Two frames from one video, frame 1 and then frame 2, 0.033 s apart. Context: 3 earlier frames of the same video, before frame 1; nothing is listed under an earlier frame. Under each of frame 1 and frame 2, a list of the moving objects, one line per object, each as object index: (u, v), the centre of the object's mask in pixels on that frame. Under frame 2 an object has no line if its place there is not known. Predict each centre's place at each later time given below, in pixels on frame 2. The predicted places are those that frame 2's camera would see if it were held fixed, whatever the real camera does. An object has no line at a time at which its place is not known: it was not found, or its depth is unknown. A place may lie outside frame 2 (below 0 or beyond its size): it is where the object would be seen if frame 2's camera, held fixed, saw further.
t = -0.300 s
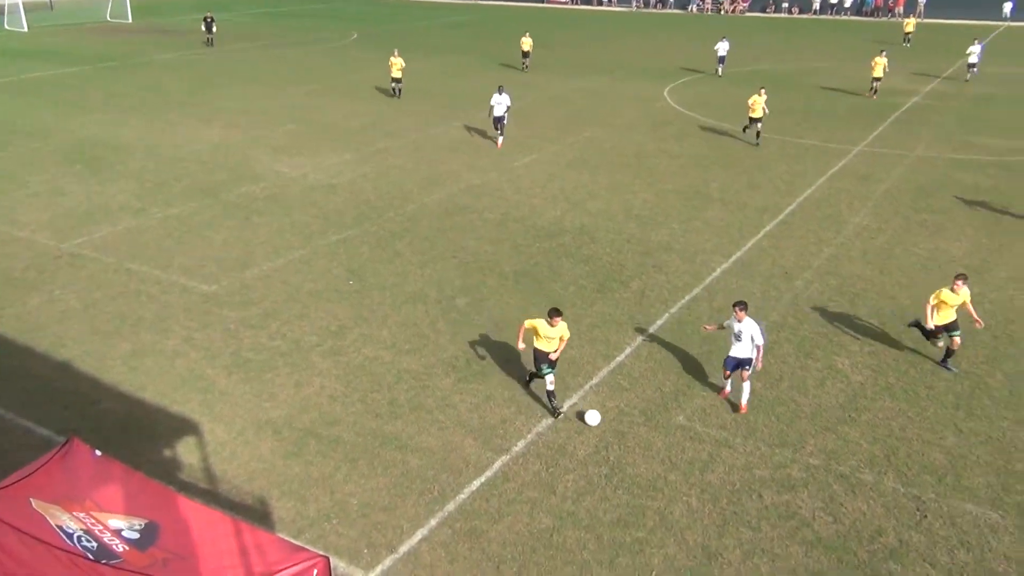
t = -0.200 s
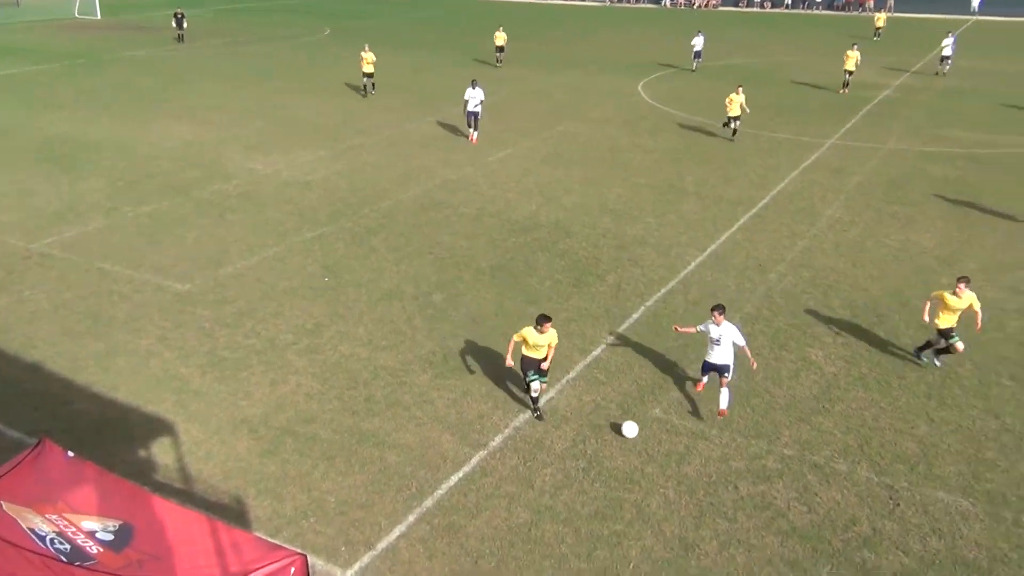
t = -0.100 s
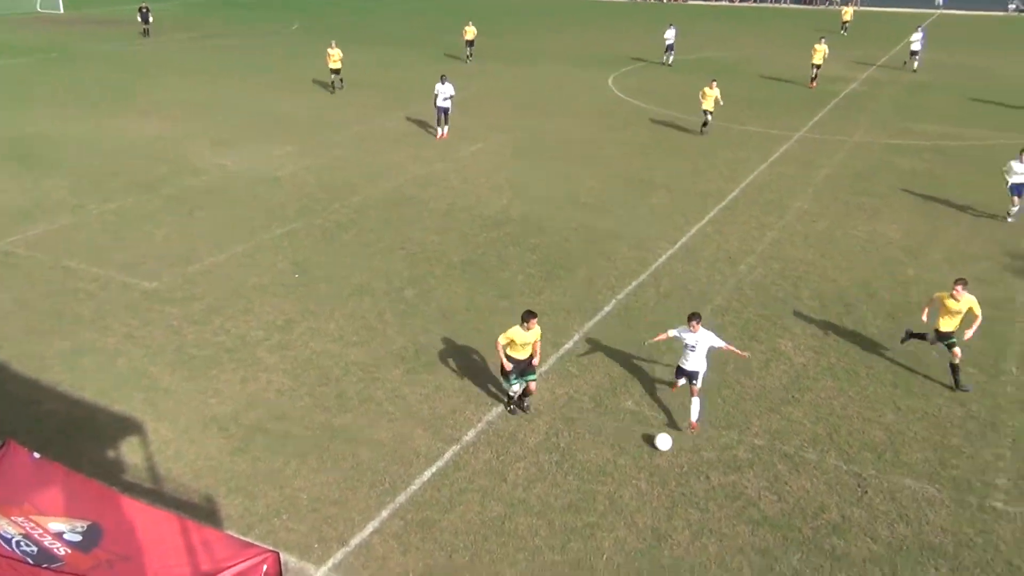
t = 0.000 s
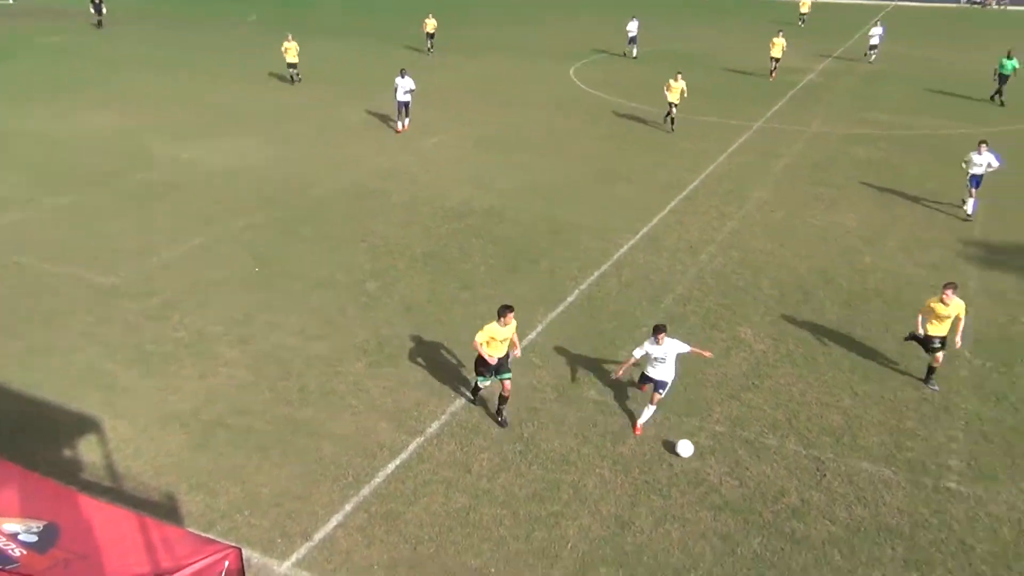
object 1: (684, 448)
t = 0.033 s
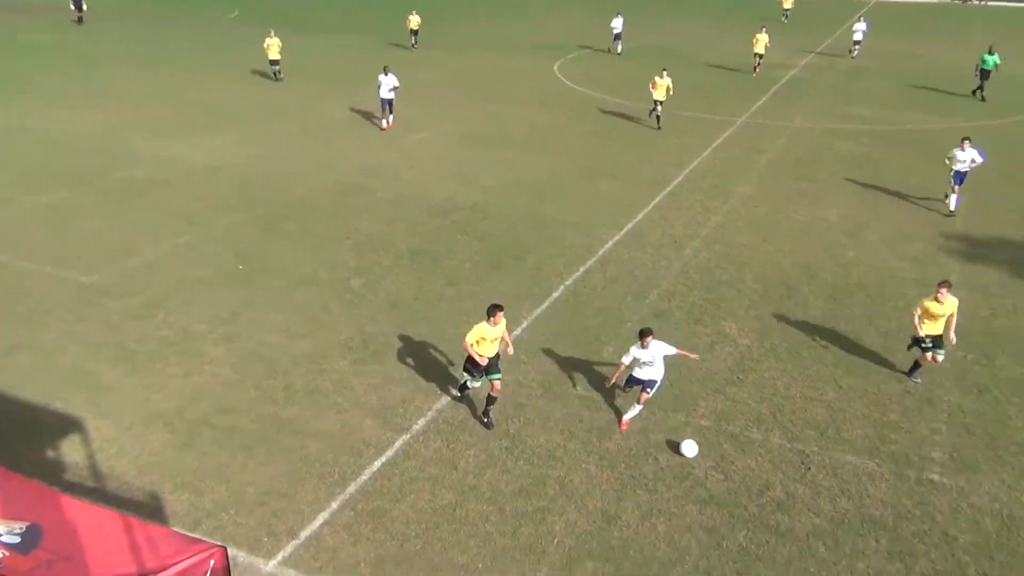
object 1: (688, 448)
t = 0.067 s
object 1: (706, 452)
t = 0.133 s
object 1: (742, 463)
